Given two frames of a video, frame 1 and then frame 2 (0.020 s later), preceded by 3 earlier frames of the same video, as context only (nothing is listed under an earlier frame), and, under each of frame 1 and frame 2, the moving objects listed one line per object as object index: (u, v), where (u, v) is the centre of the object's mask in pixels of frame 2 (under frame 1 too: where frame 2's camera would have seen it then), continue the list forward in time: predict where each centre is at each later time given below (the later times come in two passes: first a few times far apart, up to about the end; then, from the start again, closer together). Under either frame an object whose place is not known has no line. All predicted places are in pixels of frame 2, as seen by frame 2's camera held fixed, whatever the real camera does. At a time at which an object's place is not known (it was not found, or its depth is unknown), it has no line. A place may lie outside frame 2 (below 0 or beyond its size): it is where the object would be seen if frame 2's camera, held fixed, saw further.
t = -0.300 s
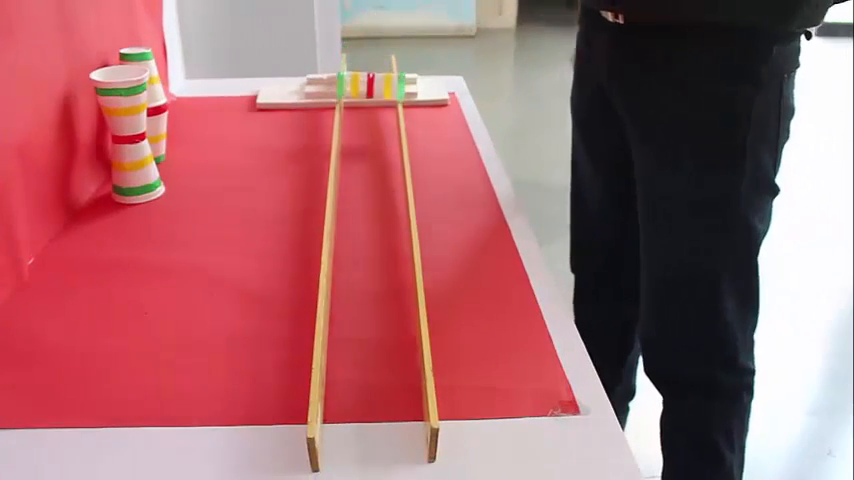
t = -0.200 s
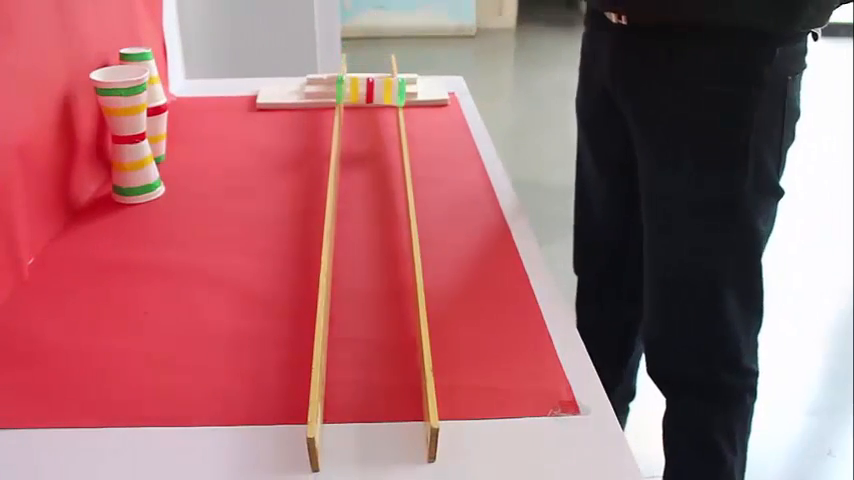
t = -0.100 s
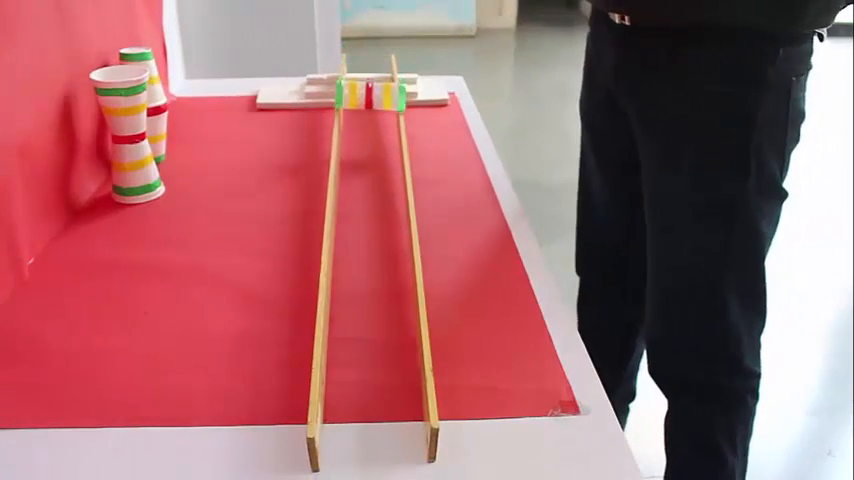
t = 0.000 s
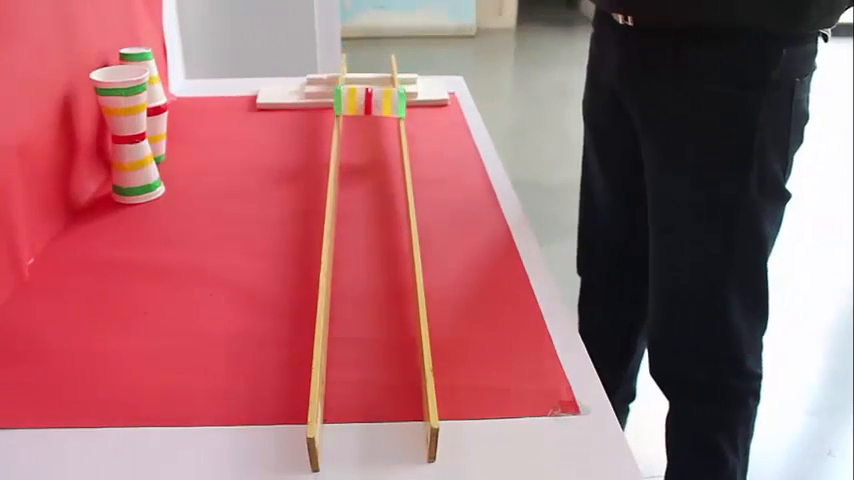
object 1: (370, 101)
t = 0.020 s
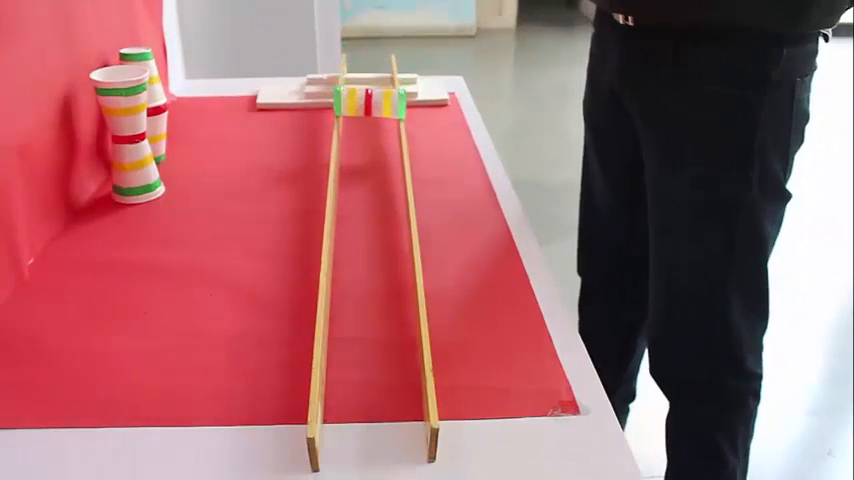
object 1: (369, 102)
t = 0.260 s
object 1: (368, 118)
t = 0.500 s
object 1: (369, 137)
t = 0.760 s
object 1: (370, 161)
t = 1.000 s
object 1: (371, 189)
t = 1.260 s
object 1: (371, 227)
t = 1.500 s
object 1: (373, 271)
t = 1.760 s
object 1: (377, 333)
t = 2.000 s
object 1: (384, 412)
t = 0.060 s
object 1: (369, 104)
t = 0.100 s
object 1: (369, 107)
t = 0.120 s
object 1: (368, 108)
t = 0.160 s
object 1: (369, 111)
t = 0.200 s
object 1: (368, 114)
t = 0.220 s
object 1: (368, 115)
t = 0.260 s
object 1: (368, 118)
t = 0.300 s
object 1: (368, 121)
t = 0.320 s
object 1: (368, 123)
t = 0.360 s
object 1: (368, 126)
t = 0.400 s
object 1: (369, 129)
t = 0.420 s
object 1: (369, 130)
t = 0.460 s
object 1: (369, 134)
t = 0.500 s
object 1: (369, 137)
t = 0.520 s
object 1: (370, 138)
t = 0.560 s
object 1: (370, 142)
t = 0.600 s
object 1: (370, 146)
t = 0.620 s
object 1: (369, 147)
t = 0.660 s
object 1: (370, 151)
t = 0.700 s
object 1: (370, 155)
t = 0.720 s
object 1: (370, 157)
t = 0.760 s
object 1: (370, 161)
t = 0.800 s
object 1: (371, 165)
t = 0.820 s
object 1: (371, 167)
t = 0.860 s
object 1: (371, 172)
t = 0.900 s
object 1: (371, 176)
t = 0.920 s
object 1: (371, 179)
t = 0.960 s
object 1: (371, 184)
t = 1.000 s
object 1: (371, 189)
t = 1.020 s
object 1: (370, 191)
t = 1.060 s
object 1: (370, 196)
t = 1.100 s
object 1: (370, 202)
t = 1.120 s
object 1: (370, 205)
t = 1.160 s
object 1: (370, 211)
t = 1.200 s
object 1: (371, 217)
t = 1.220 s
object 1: (371, 221)
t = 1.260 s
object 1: (371, 227)
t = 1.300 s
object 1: (371, 234)
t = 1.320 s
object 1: (371, 237)
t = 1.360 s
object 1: (371, 244)
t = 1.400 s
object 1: (371, 252)
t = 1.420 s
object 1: (370, 256)
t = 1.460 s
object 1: (371, 263)
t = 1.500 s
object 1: (373, 271)
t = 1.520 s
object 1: (373, 276)
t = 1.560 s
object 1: (374, 284)
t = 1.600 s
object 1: (375, 293)
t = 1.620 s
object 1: (375, 298)
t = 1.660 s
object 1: (376, 307)
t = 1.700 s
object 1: (377, 317)
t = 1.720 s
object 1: (377, 322)
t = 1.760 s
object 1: (377, 333)
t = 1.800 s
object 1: (377, 345)
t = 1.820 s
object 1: (377, 351)
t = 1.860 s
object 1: (377, 363)
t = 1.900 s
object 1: (378, 376)
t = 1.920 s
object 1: (379, 384)
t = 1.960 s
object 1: (381, 397)
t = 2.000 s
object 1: (384, 412)
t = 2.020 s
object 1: (386, 422)
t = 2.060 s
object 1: (389, 451)
